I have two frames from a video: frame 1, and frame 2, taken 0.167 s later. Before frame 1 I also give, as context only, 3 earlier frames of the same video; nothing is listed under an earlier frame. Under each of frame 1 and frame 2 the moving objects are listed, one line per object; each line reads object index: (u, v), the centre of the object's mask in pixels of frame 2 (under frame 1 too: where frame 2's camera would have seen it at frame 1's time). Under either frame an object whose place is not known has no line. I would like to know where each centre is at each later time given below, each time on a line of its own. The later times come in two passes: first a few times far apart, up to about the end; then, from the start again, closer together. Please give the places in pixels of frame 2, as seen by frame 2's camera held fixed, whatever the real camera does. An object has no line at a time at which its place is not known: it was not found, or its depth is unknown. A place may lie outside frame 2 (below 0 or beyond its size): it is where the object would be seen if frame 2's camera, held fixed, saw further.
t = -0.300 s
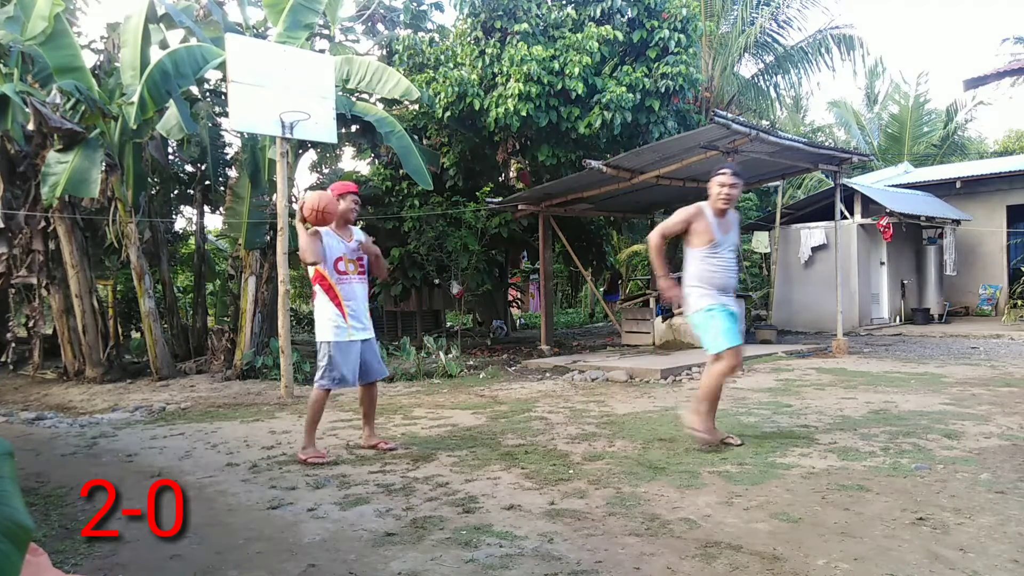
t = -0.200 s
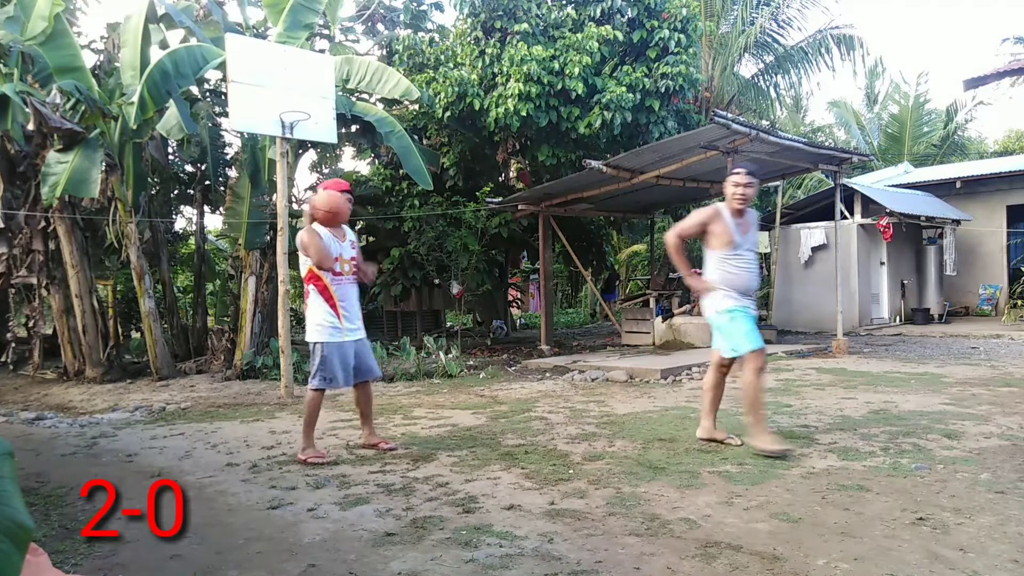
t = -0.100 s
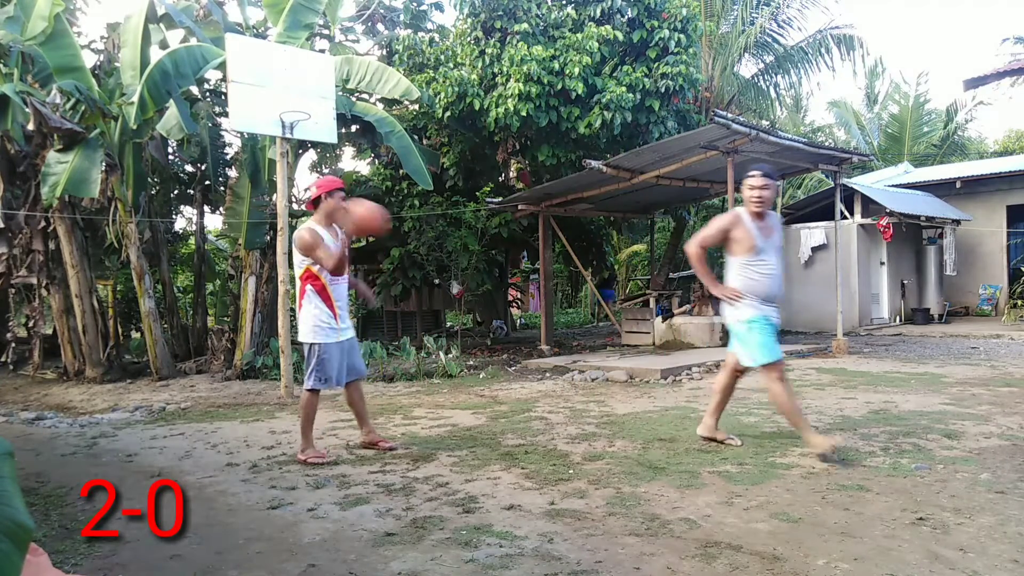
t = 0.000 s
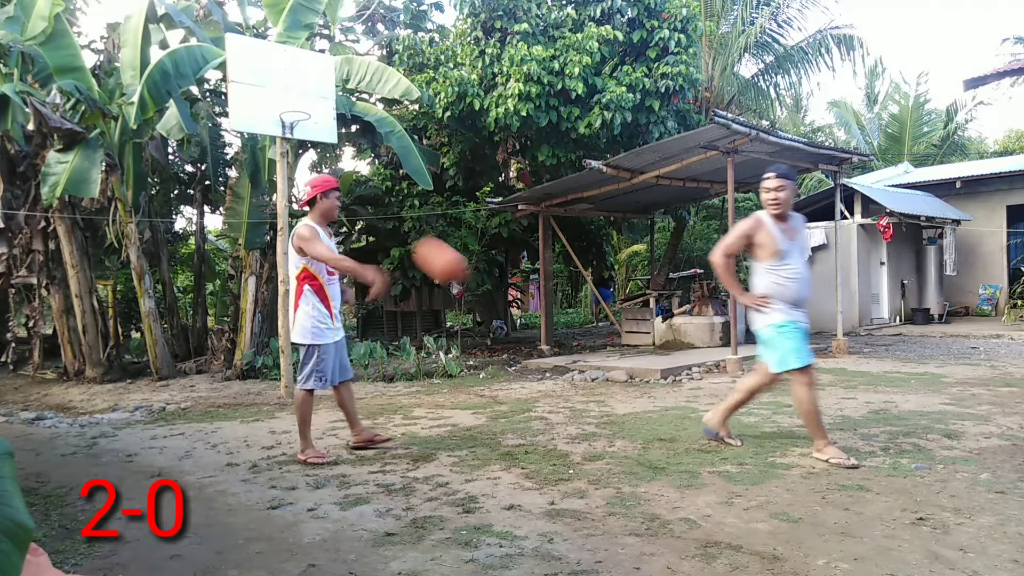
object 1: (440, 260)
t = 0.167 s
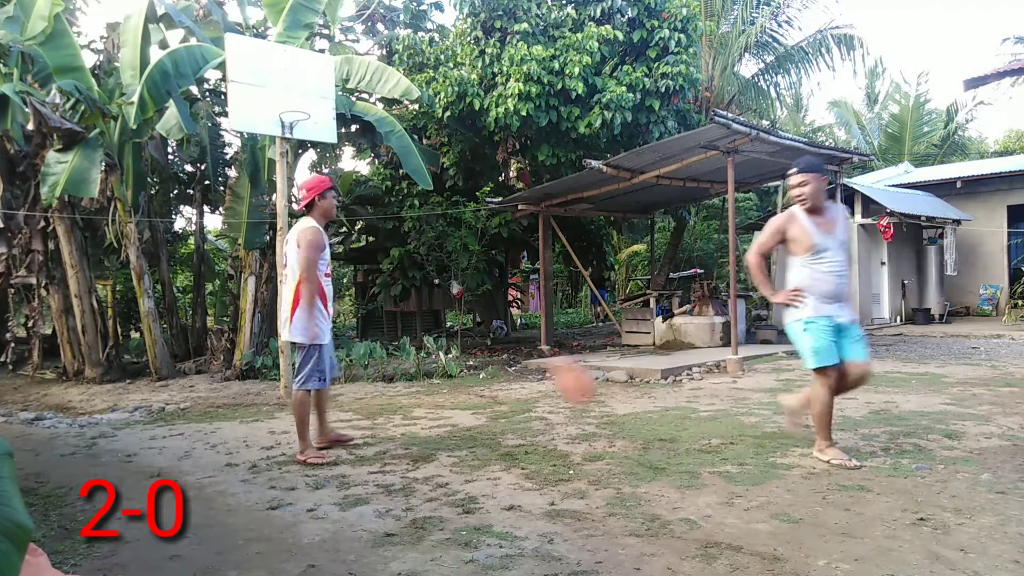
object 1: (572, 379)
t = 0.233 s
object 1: (625, 433)
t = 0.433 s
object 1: (706, 301)
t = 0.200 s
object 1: (600, 412)
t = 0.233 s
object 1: (625, 433)
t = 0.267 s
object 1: (637, 409)
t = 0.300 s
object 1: (650, 385)
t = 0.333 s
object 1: (664, 361)
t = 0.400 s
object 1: (690, 321)
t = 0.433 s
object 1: (706, 301)
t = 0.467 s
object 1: (719, 287)
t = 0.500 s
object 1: (735, 272)
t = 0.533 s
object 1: (749, 263)
